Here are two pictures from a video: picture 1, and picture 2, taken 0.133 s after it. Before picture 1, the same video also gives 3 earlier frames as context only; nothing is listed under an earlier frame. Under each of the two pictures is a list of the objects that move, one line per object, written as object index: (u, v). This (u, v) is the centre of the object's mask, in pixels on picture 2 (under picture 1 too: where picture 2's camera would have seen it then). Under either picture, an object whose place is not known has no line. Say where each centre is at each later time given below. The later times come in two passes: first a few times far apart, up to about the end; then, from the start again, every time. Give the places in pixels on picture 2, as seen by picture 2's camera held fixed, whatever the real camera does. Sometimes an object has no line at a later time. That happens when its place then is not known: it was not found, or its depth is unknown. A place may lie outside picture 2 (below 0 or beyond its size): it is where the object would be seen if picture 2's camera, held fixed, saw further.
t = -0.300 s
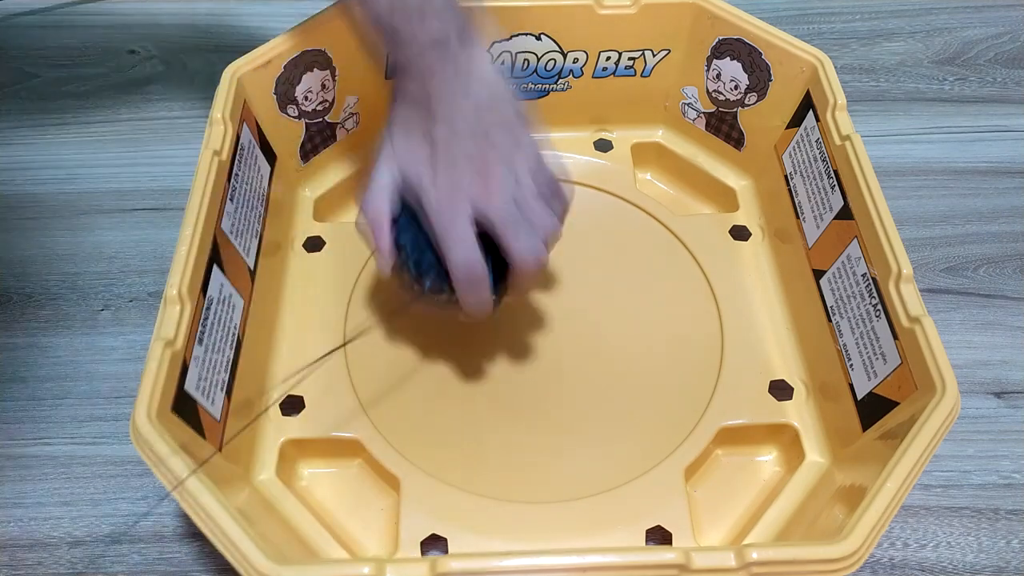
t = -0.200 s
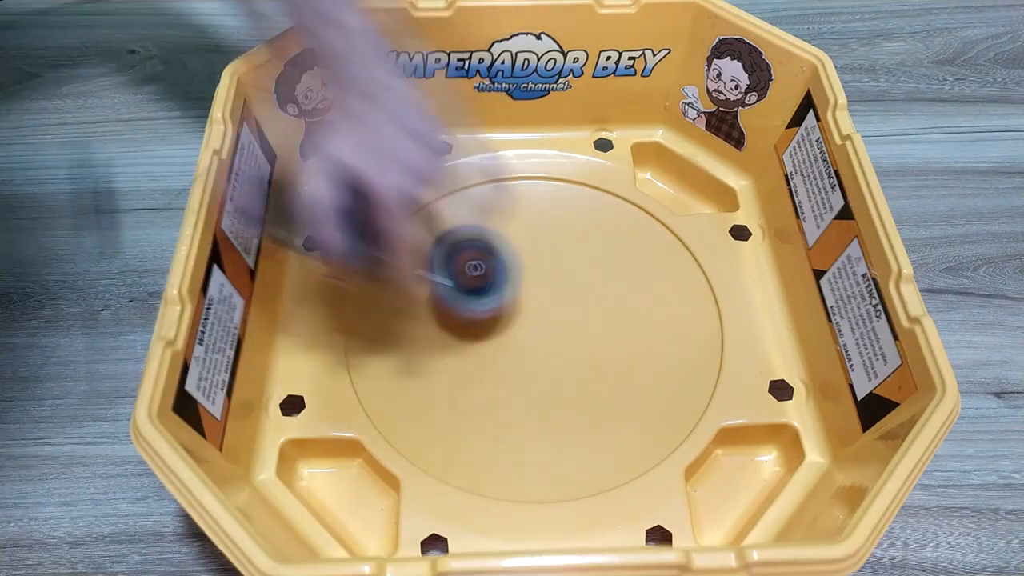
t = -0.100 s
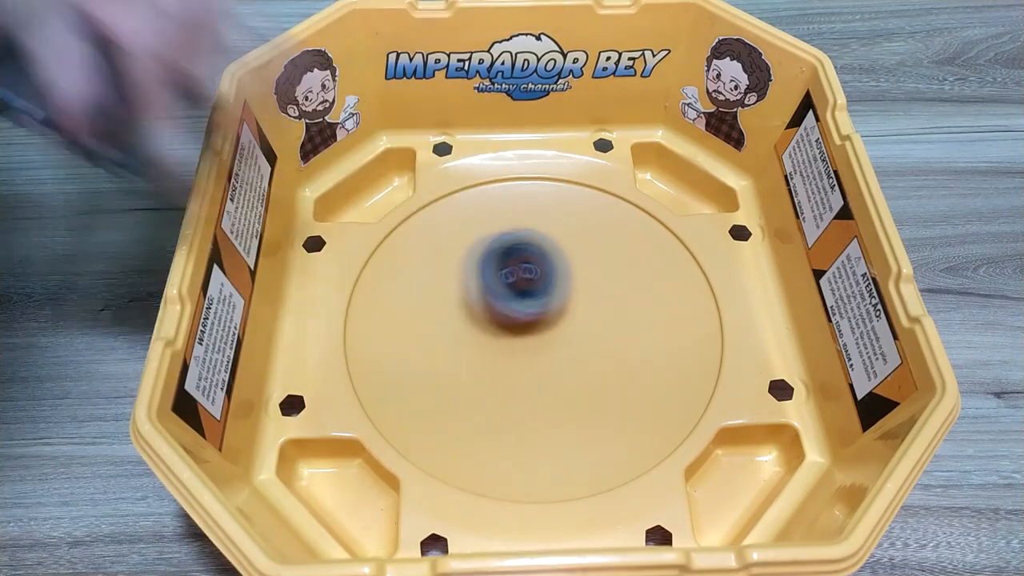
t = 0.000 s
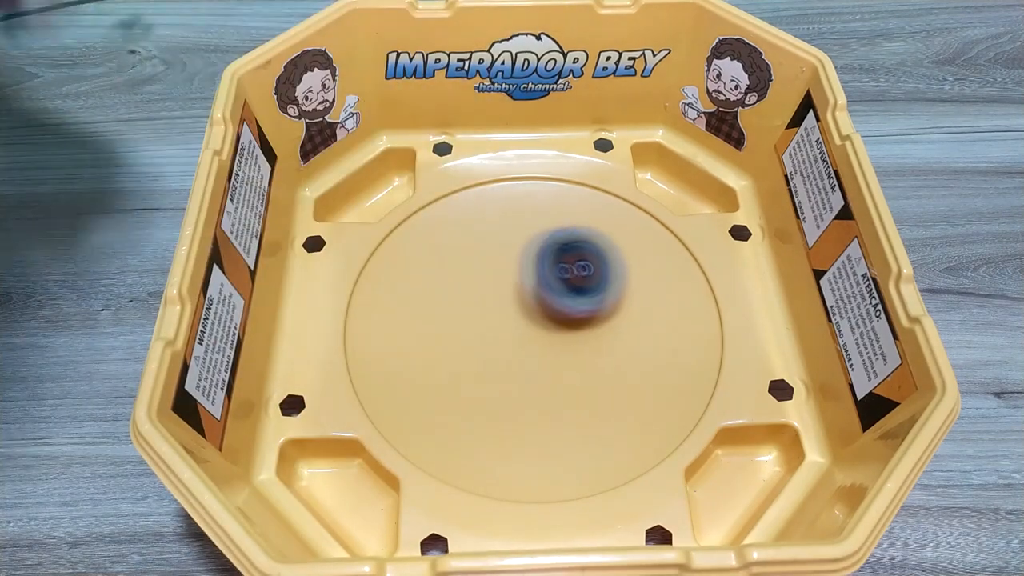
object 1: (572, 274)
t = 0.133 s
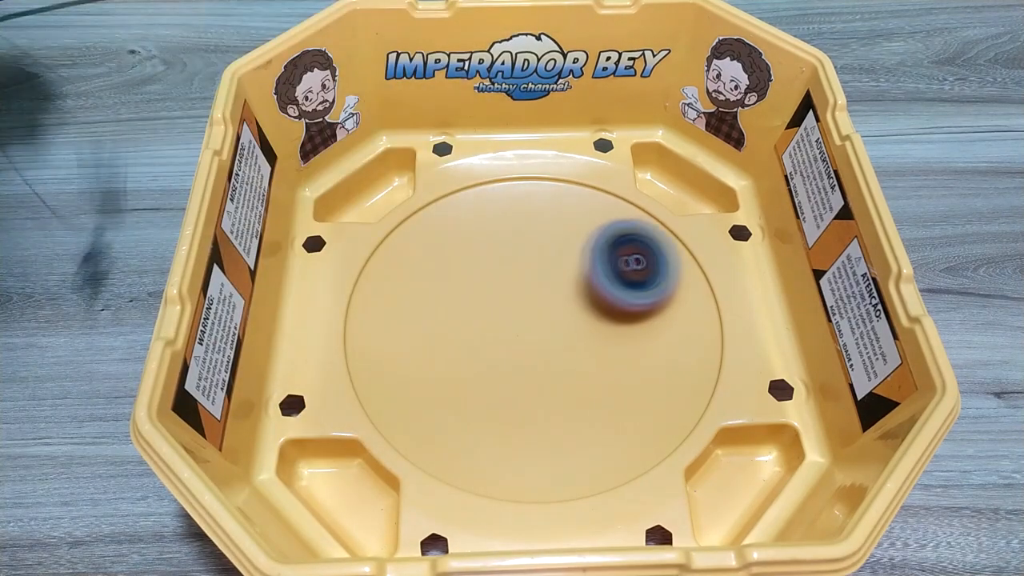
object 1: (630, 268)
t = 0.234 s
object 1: (646, 268)
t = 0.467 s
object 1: (588, 293)
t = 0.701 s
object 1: (500, 307)
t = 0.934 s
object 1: (513, 311)
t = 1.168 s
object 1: (602, 292)
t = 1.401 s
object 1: (631, 255)
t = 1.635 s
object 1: (581, 247)
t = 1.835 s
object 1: (553, 319)
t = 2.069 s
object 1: (590, 392)
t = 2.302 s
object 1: (636, 357)
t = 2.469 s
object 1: (641, 297)
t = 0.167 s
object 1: (638, 267)
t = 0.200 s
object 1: (644, 267)
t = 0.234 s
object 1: (646, 268)
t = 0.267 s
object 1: (646, 270)
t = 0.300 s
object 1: (643, 273)
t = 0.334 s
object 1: (636, 277)
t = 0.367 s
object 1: (627, 281)
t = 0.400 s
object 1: (616, 285)
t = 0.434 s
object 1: (602, 289)
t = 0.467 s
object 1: (588, 293)
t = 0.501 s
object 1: (573, 296)
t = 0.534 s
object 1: (559, 298)
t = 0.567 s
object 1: (546, 301)
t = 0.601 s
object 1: (531, 303)
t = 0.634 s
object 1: (519, 305)
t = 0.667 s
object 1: (508, 306)
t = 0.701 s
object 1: (500, 307)
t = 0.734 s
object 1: (494, 308)
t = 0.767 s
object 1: (491, 309)
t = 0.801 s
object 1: (490, 311)
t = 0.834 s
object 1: (492, 311)
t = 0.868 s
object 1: (497, 312)
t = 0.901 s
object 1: (504, 312)
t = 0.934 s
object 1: (513, 311)
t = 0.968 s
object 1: (524, 311)
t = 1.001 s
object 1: (537, 310)
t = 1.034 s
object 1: (550, 308)
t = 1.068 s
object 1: (564, 305)
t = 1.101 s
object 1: (577, 301)
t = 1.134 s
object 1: (590, 297)
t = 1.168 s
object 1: (602, 292)
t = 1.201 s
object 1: (612, 287)
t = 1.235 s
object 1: (620, 281)
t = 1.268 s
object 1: (626, 276)
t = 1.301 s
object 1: (630, 270)
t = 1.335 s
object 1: (633, 265)
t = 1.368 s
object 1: (633, 259)
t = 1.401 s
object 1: (631, 255)
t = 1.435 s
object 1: (629, 248)
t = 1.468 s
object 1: (623, 244)
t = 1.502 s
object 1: (616, 240)
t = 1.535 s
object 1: (607, 239)
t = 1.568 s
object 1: (599, 239)
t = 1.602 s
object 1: (590, 242)
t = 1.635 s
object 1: (581, 247)
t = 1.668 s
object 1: (573, 254)
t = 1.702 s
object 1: (567, 264)
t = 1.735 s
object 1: (561, 275)
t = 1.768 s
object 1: (557, 288)
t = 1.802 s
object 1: (554, 303)
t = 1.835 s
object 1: (553, 319)
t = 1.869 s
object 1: (554, 332)
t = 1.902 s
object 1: (557, 347)
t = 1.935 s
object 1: (562, 359)
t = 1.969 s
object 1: (568, 371)
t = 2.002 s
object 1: (575, 381)
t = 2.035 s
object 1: (582, 388)
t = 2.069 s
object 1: (590, 392)
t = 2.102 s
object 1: (598, 394)
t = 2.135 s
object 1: (606, 393)
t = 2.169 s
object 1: (613, 391)
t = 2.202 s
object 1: (619, 385)
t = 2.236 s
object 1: (626, 377)
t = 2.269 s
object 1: (631, 368)
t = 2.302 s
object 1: (636, 357)
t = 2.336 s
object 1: (640, 345)
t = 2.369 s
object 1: (643, 332)
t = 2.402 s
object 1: (644, 319)
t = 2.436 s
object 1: (643, 307)
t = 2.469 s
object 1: (641, 297)
